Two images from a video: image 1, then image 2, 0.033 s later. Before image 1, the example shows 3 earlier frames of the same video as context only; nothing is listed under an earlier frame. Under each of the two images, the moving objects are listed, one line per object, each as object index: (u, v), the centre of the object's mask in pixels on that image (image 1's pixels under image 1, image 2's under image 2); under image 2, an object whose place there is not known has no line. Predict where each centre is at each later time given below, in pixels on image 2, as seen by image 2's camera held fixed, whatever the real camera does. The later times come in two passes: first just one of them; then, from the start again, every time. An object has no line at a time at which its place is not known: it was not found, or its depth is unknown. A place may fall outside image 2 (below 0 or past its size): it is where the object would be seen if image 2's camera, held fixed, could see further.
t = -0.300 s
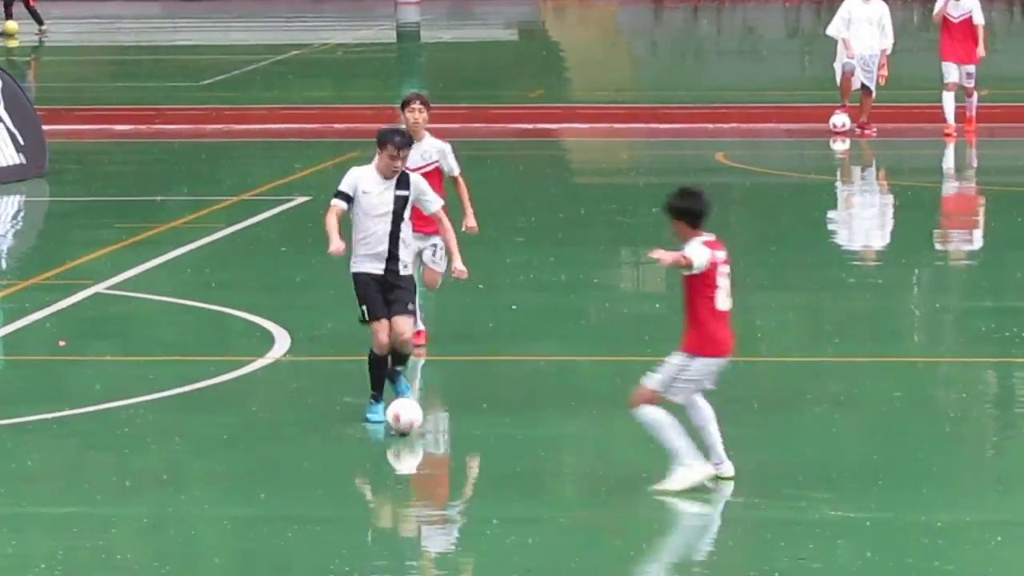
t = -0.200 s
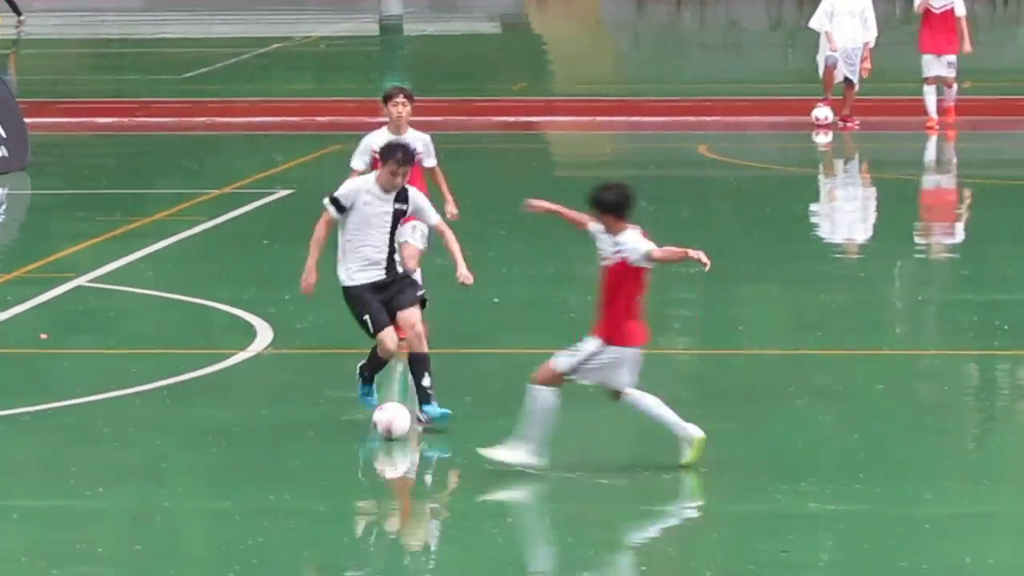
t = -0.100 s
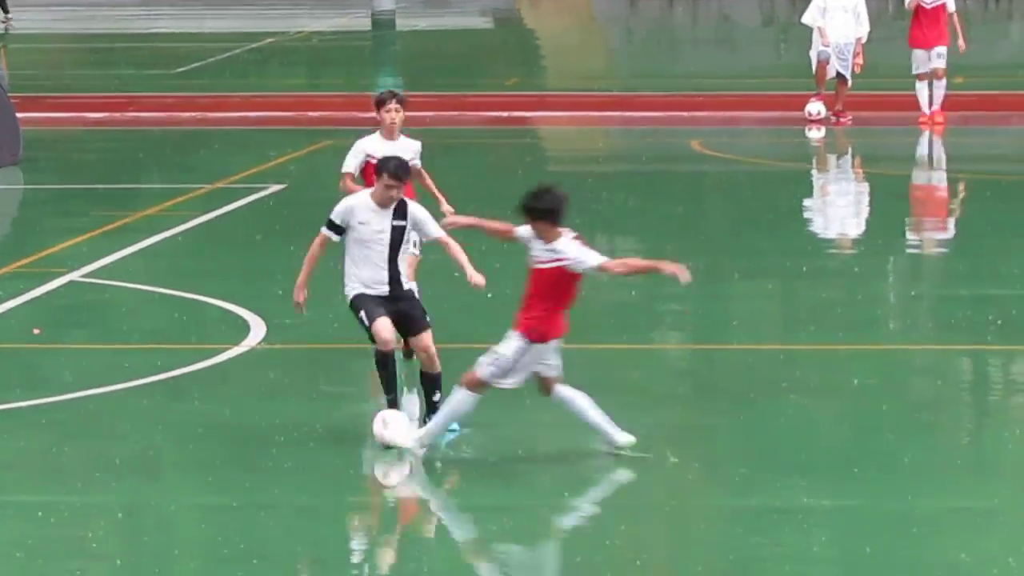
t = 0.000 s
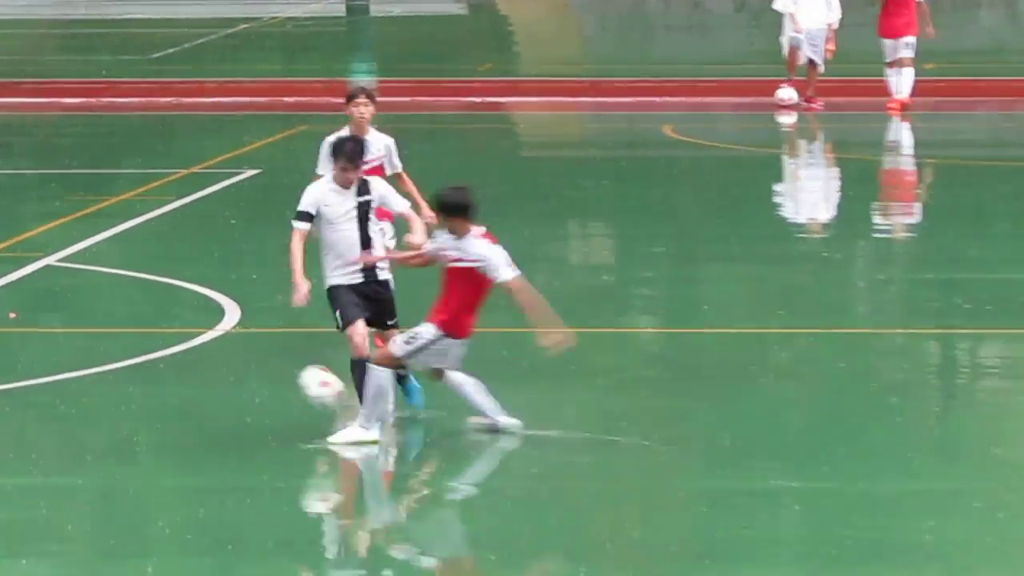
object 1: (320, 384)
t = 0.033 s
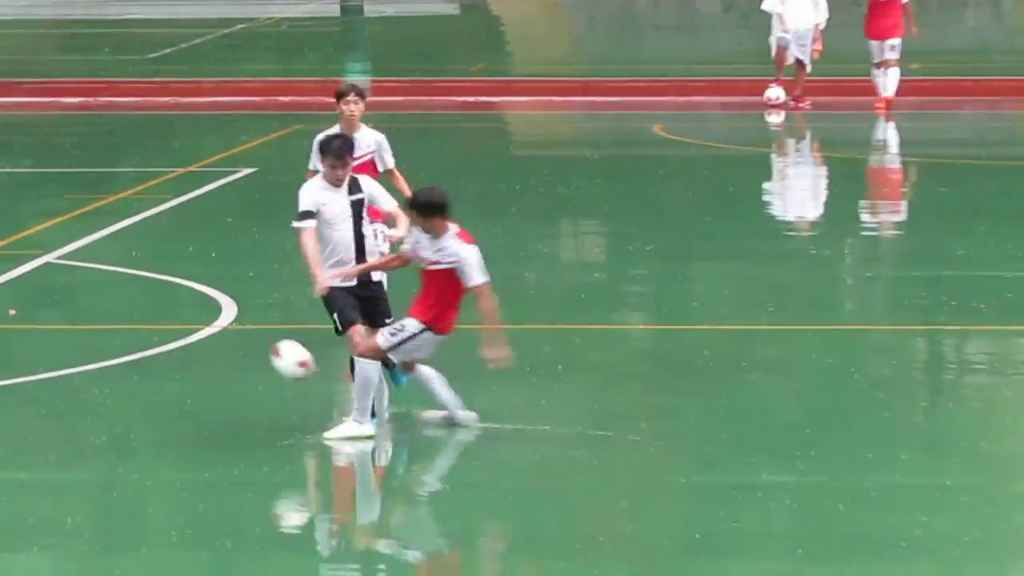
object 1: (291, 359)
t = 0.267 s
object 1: (120, 255)
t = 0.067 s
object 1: (266, 338)
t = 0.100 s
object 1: (243, 320)
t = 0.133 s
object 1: (217, 304)
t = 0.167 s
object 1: (193, 289)
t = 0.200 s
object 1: (168, 276)
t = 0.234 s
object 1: (144, 266)
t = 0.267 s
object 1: (120, 255)
